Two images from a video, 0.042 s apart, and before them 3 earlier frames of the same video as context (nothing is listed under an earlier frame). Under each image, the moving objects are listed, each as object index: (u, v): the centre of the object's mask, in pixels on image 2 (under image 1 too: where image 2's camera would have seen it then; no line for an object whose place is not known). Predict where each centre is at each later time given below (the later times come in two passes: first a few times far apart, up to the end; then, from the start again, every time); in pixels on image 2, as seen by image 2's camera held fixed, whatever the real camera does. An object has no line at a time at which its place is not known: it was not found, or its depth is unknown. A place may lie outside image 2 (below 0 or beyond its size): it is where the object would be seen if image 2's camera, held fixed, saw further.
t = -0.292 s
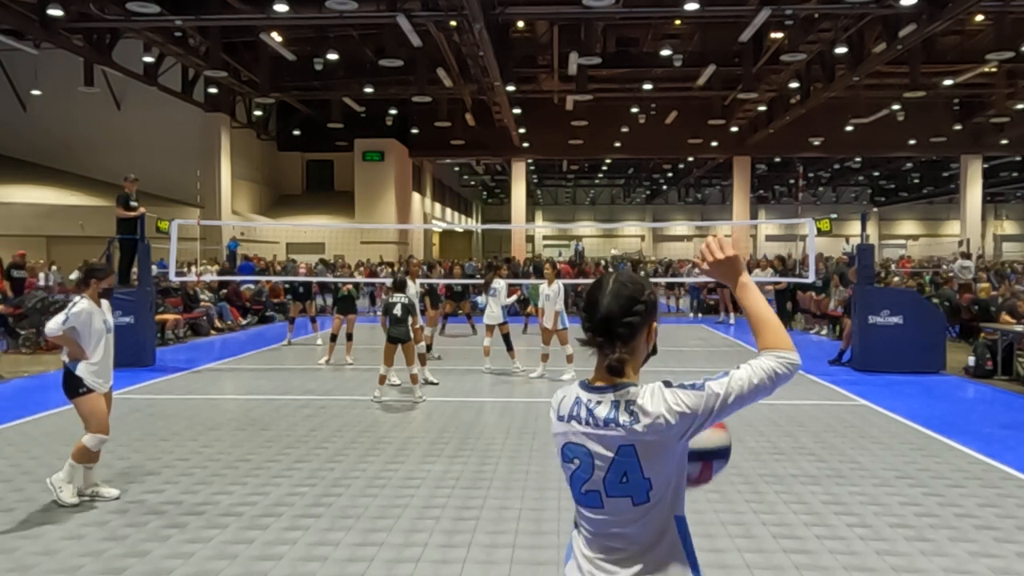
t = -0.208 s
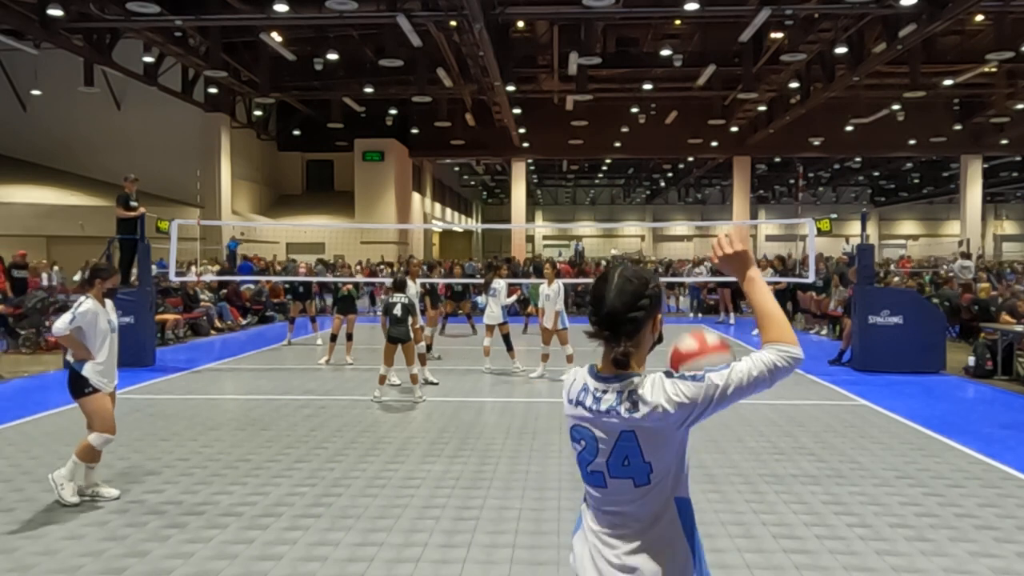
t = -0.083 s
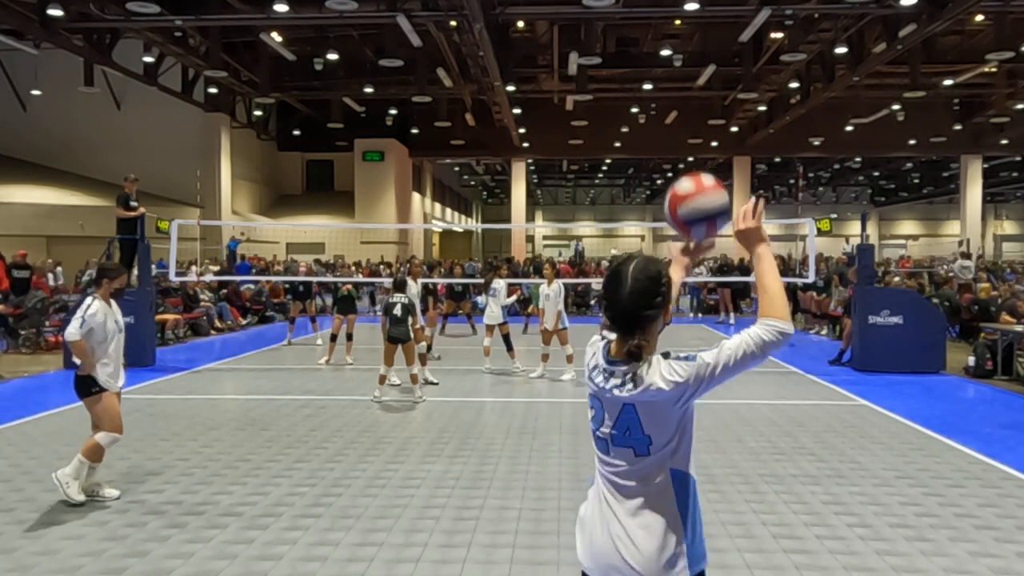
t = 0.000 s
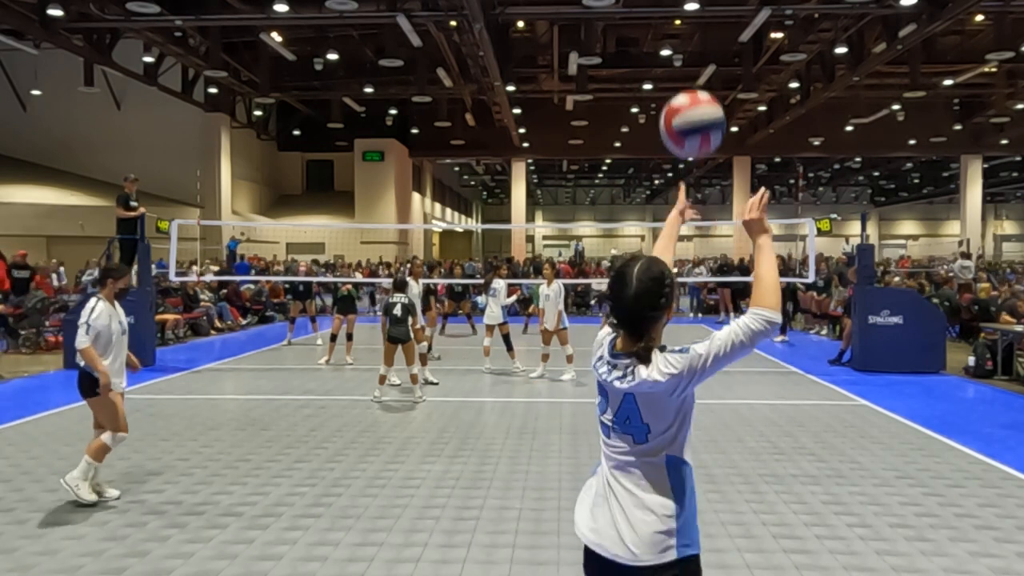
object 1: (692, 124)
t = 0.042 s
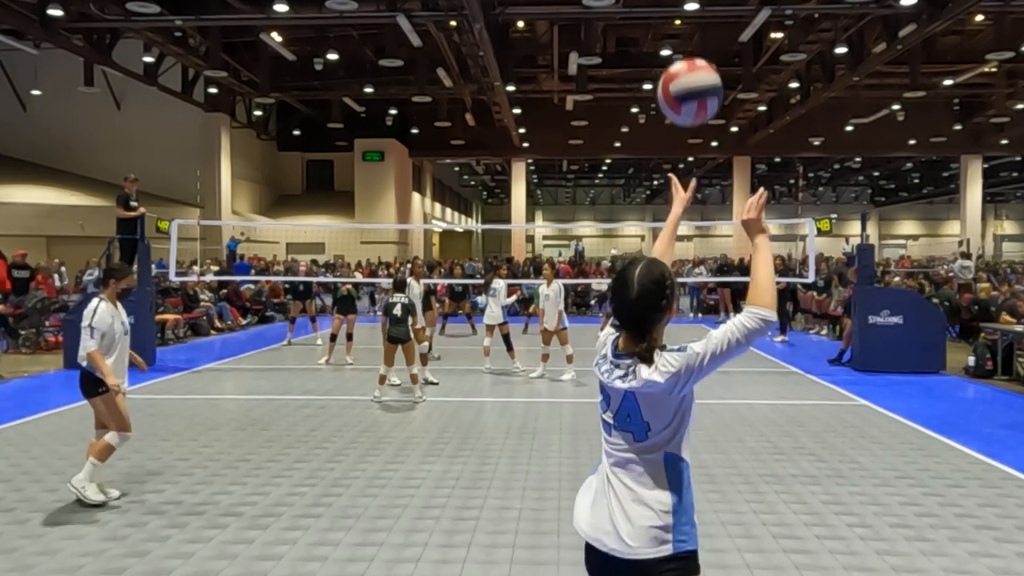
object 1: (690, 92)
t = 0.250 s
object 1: (676, 22)
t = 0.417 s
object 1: (665, 45)
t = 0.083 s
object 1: (687, 67)
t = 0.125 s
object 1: (684, 46)
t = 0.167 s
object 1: (681, 31)
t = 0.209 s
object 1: (679, 24)
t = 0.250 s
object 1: (676, 22)
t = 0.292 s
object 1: (673, 22)
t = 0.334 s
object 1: (670, 24)
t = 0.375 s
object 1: (668, 31)
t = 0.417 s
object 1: (665, 45)
